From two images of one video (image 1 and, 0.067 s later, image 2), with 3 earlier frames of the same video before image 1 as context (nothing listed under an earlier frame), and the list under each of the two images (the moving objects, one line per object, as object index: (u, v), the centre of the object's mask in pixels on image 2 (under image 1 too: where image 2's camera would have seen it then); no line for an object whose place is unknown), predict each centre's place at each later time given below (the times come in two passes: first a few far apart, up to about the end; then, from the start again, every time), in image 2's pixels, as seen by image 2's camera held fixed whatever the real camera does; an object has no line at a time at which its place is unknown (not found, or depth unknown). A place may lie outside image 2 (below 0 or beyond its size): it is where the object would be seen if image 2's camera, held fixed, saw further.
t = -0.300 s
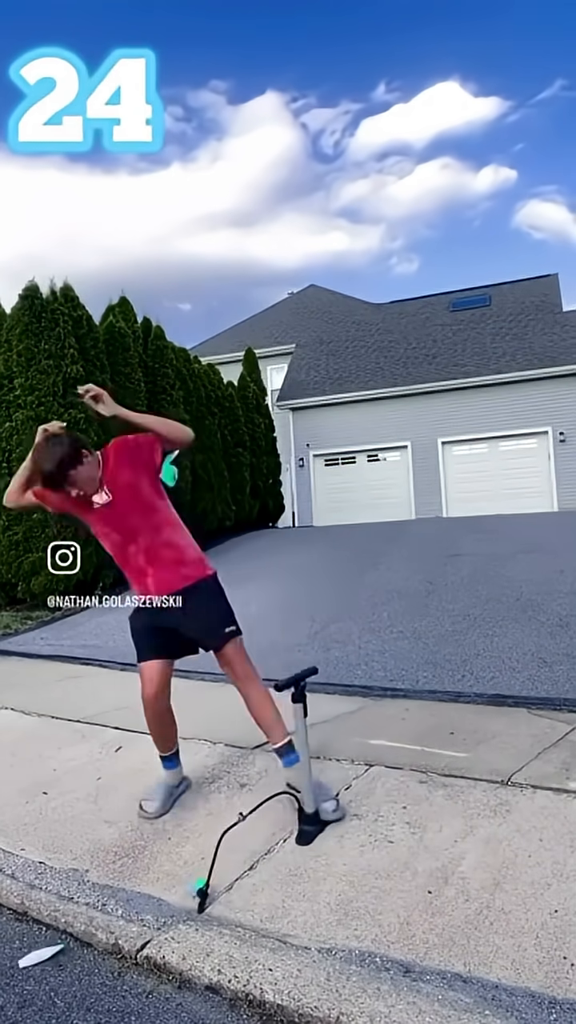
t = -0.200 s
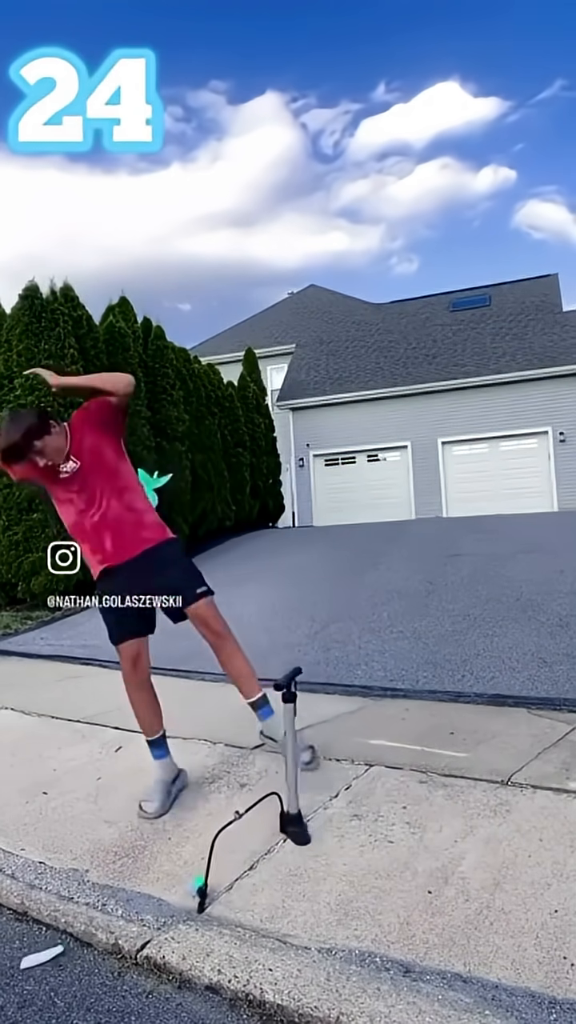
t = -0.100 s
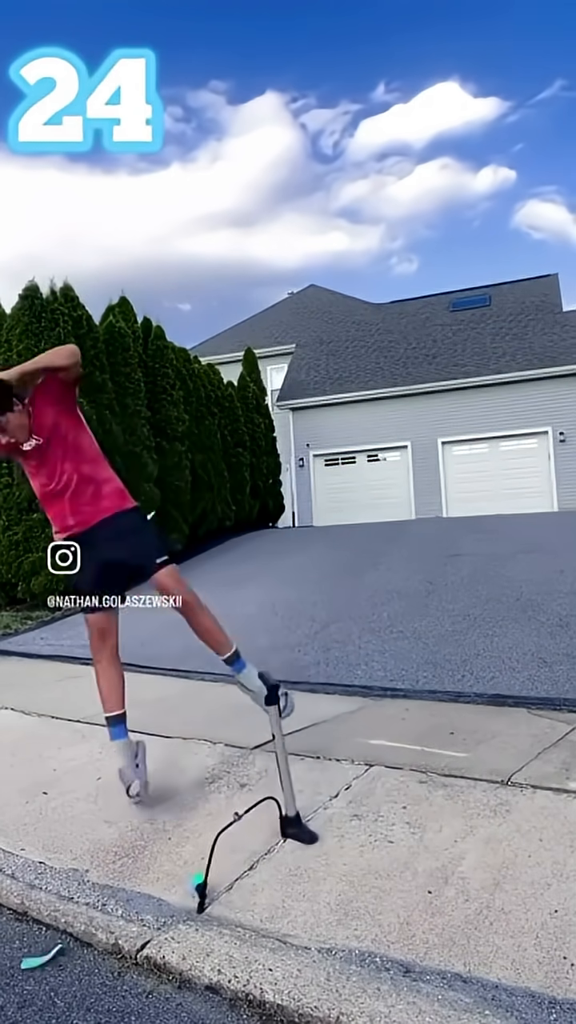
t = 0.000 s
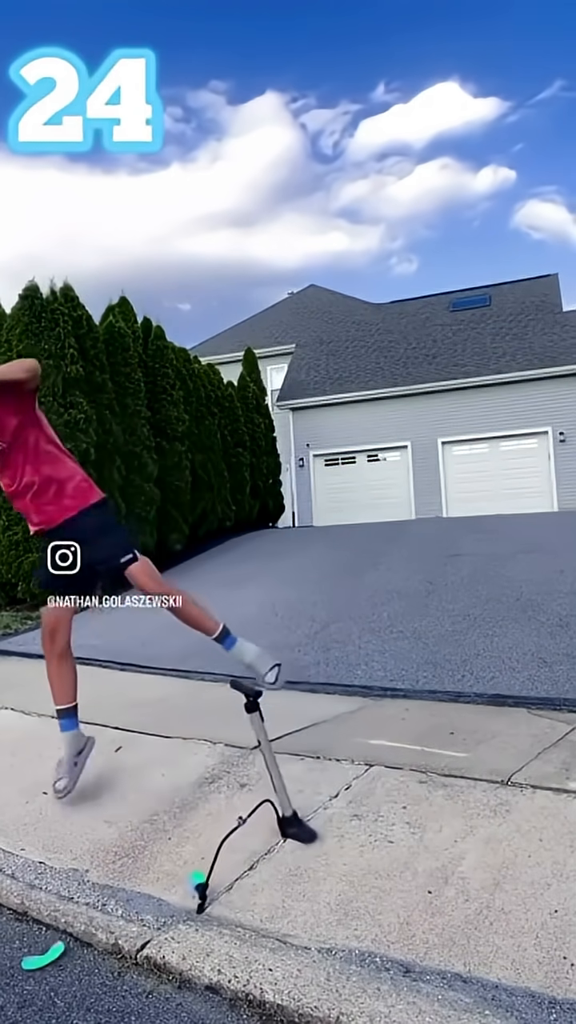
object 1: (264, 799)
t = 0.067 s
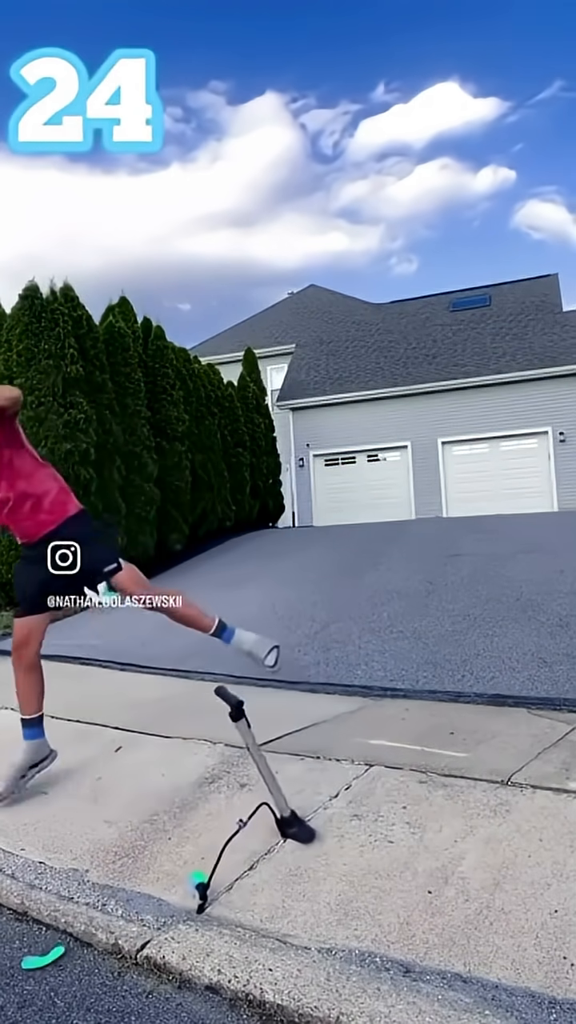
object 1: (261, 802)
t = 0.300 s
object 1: (219, 822)
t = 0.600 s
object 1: (205, 867)
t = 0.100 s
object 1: (258, 804)
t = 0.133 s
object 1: (256, 807)
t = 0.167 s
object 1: (253, 793)
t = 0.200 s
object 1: (246, 797)
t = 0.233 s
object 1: (237, 801)
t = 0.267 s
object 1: (228, 810)
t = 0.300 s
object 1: (219, 822)
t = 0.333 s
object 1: (211, 839)
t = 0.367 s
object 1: (206, 859)
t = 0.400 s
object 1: (207, 864)
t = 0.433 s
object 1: (204, 867)
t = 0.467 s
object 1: (204, 866)
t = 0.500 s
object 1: (205, 866)
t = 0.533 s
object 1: (205, 866)
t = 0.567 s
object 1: (205, 867)
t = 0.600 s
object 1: (205, 867)
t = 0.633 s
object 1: (204, 867)
